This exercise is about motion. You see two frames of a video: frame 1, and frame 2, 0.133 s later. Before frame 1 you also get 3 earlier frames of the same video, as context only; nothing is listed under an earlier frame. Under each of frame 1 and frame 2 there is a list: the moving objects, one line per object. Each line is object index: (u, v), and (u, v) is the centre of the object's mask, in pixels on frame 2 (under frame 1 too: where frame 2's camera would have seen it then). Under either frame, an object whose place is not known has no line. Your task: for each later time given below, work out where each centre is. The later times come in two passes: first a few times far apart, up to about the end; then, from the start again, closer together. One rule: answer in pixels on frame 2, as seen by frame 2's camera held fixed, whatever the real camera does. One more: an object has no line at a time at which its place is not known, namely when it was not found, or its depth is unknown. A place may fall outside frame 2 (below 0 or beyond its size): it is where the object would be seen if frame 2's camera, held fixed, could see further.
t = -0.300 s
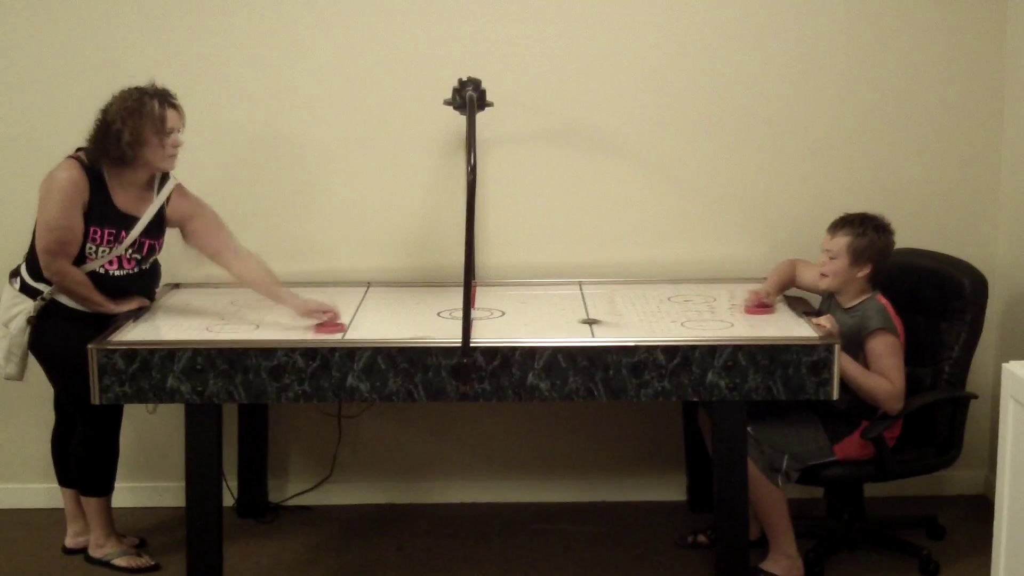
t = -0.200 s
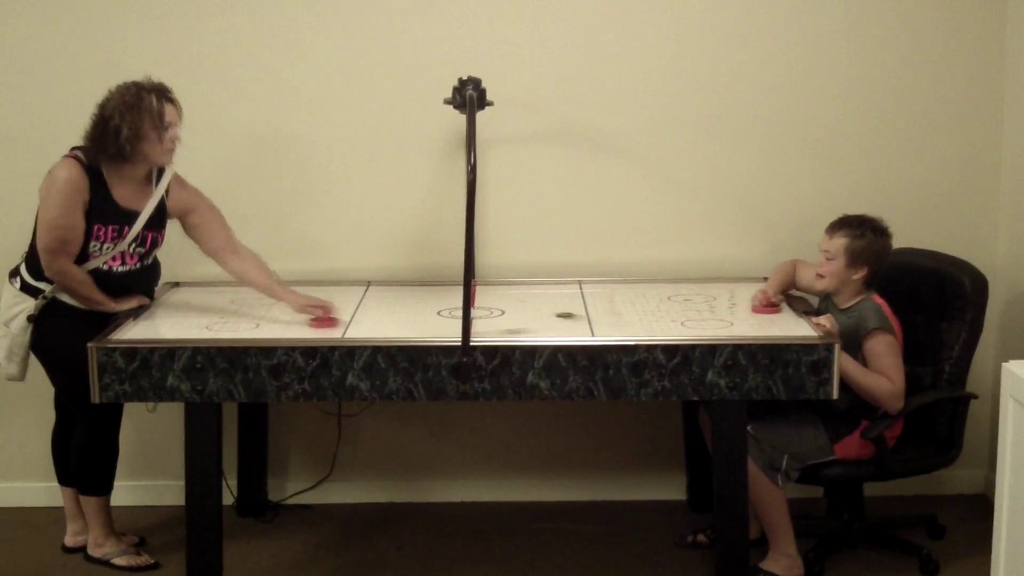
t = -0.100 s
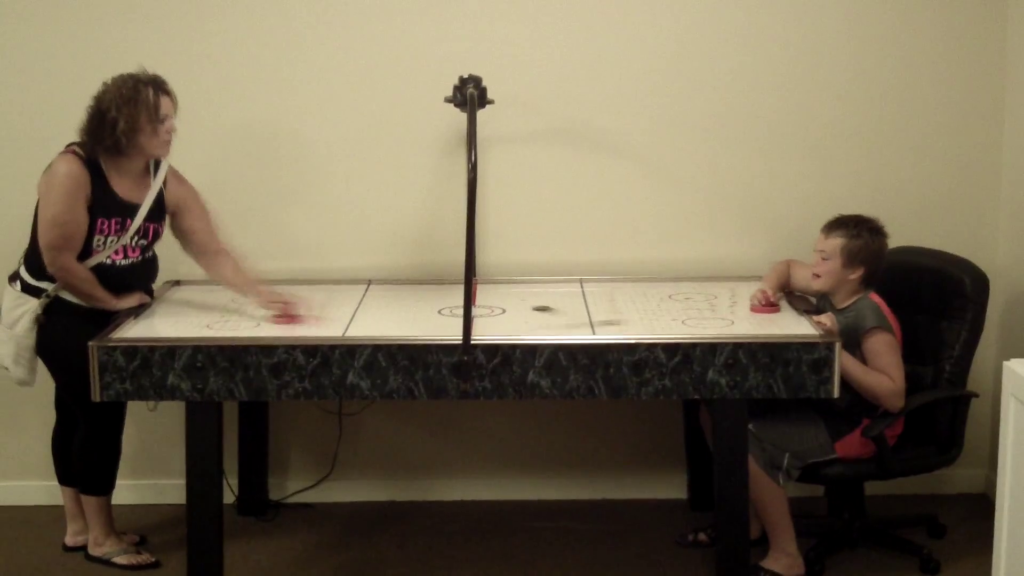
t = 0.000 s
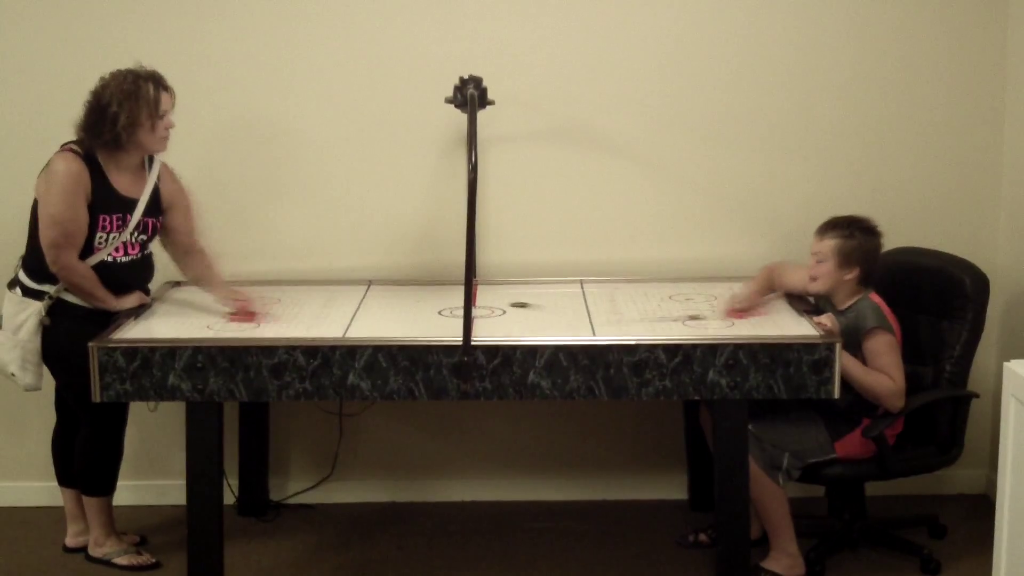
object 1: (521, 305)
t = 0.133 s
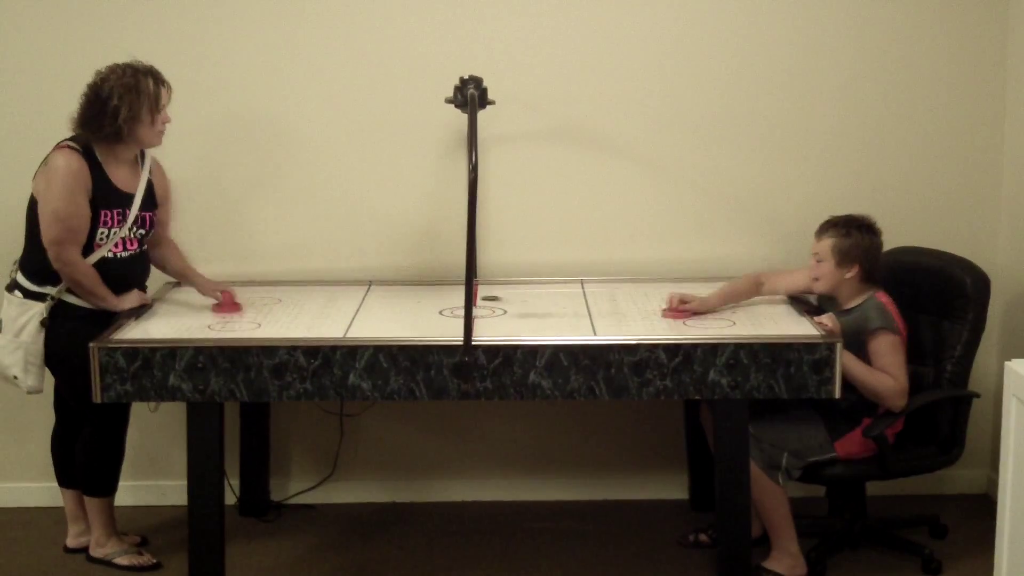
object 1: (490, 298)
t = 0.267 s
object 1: (458, 291)
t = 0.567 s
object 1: (408, 291)
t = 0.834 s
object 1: (364, 300)
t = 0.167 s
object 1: (485, 297)
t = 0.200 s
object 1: (481, 295)
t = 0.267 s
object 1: (458, 291)
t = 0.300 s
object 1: (454, 290)
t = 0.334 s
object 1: (449, 289)
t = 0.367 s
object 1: (442, 286)
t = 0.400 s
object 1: (435, 285)
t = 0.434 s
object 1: (431, 285)
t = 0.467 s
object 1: (425, 287)
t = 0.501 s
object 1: (420, 288)
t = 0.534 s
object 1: (414, 290)
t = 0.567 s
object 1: (408, 291)
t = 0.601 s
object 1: (402, 292)
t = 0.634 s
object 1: (397, 293)
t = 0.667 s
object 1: (393, 293)
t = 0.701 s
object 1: (387, 295)
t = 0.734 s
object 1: (381, 296)
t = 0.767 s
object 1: (376, 297)
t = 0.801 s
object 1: (370, 299)
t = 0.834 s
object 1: (364, 300)
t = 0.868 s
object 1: (359, 301)
